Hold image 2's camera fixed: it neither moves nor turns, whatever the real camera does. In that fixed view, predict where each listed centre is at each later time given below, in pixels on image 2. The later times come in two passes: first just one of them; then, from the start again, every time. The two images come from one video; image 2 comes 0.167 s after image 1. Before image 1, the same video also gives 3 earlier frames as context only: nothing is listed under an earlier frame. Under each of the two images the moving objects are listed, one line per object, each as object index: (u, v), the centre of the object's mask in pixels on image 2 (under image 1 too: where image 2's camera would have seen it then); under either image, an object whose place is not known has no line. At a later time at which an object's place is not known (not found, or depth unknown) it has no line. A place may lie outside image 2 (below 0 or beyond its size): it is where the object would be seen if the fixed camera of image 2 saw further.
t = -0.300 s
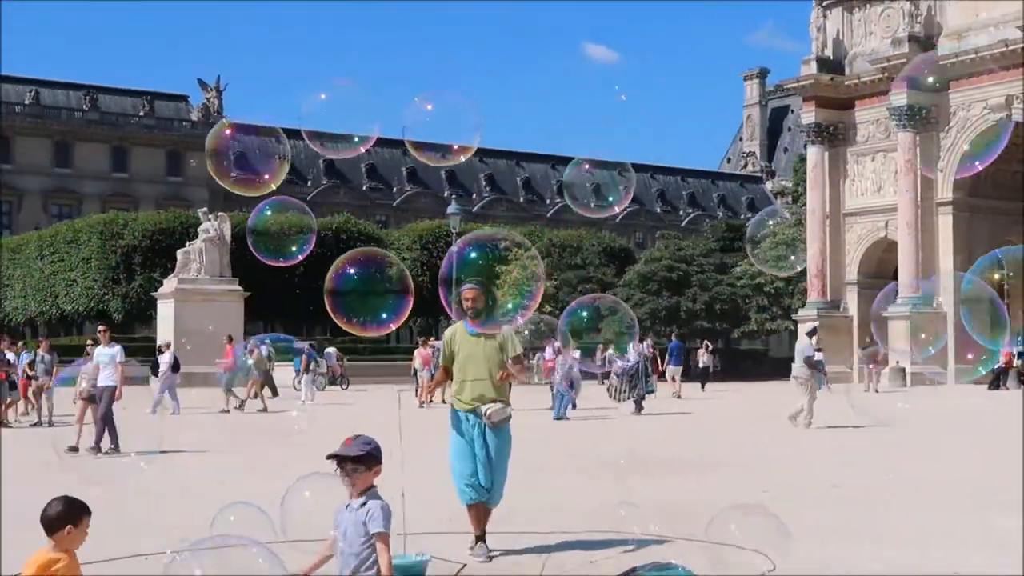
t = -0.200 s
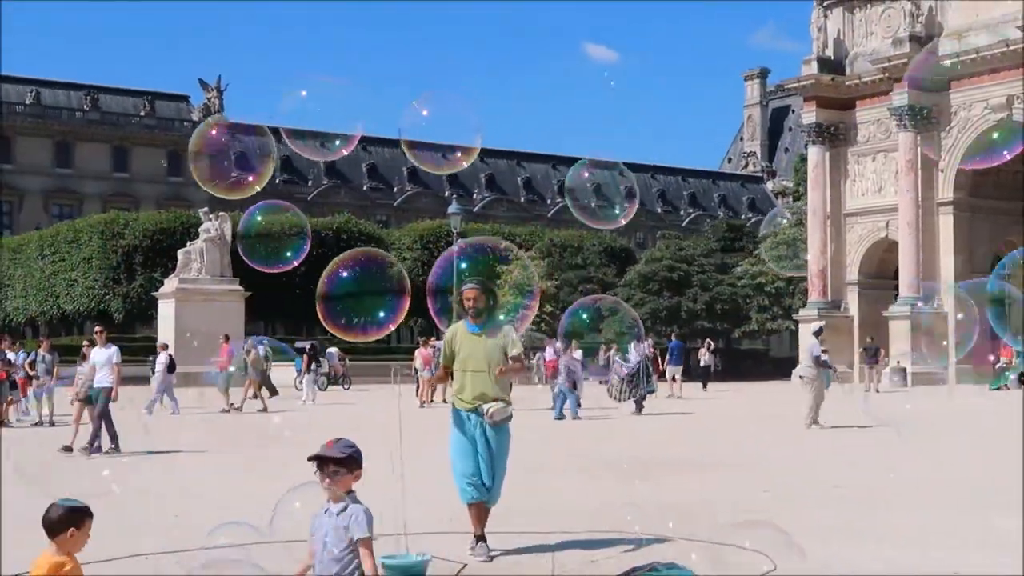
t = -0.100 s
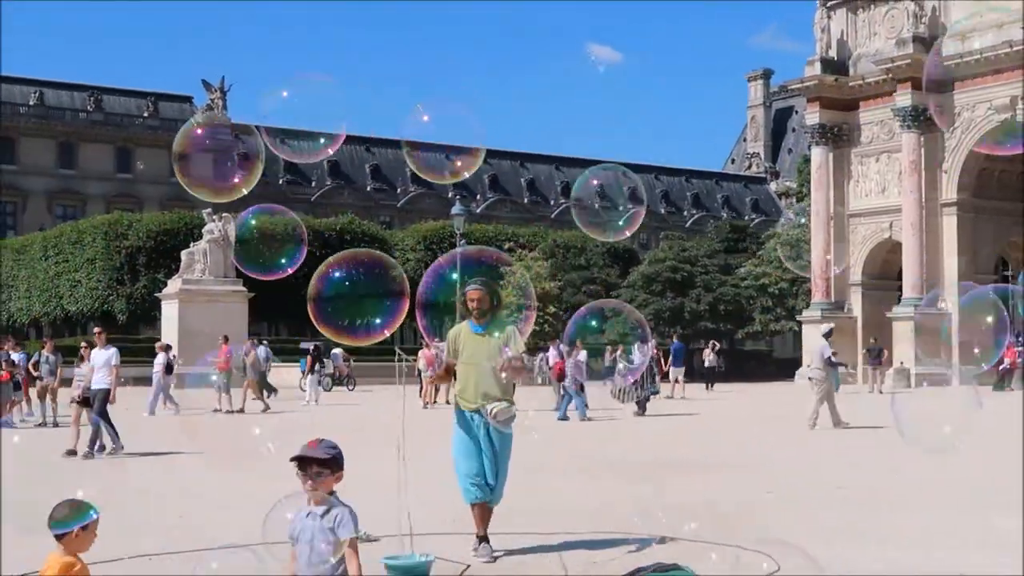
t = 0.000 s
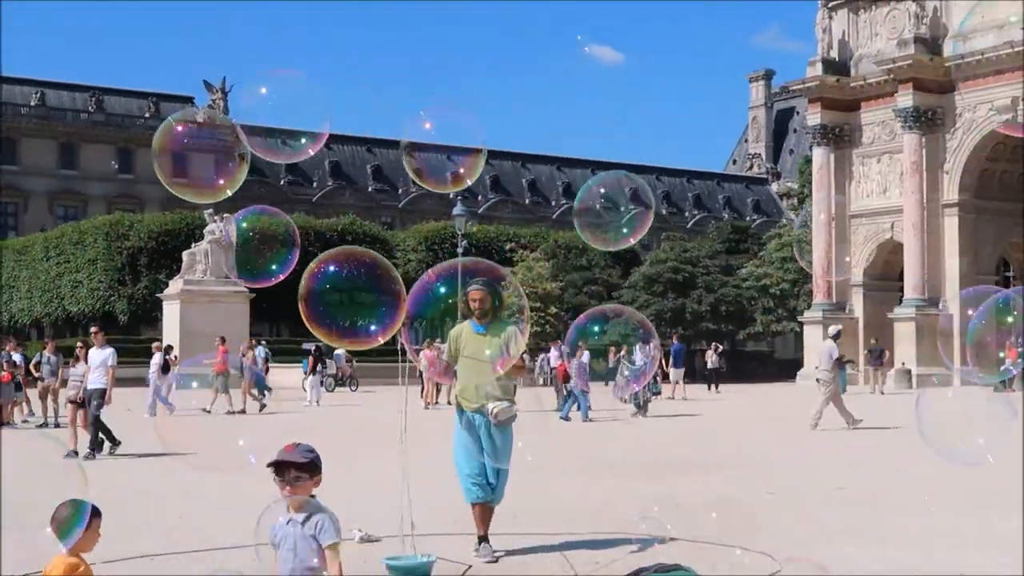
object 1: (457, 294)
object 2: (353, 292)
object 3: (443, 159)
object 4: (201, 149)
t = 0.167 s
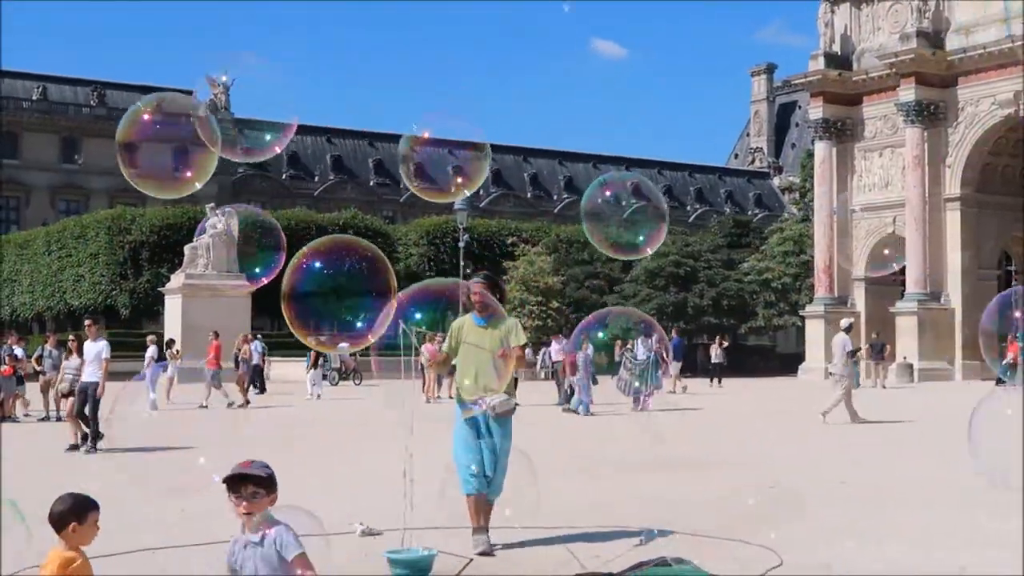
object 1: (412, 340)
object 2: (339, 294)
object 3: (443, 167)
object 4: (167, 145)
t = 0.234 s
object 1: (405, 366)
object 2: (332, 296)
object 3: (442, 171)
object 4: (153, 142)
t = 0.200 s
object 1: (413, 351)
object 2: (336, 295)
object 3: (442, 169)
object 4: (160, 144)
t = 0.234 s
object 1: (405, 366)
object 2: (332, 296)
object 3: (442, 171)
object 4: (153, 142)
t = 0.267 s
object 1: (404, 385)
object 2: (328, 296)
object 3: (442, 174)
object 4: (144, 141)
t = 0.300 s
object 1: (408, 398)
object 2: (325, 297)
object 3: (442, 176)
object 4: (136, 139)
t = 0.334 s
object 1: (394, 407)
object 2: (321, 297)
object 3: (442, 179)
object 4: (128, 138)
